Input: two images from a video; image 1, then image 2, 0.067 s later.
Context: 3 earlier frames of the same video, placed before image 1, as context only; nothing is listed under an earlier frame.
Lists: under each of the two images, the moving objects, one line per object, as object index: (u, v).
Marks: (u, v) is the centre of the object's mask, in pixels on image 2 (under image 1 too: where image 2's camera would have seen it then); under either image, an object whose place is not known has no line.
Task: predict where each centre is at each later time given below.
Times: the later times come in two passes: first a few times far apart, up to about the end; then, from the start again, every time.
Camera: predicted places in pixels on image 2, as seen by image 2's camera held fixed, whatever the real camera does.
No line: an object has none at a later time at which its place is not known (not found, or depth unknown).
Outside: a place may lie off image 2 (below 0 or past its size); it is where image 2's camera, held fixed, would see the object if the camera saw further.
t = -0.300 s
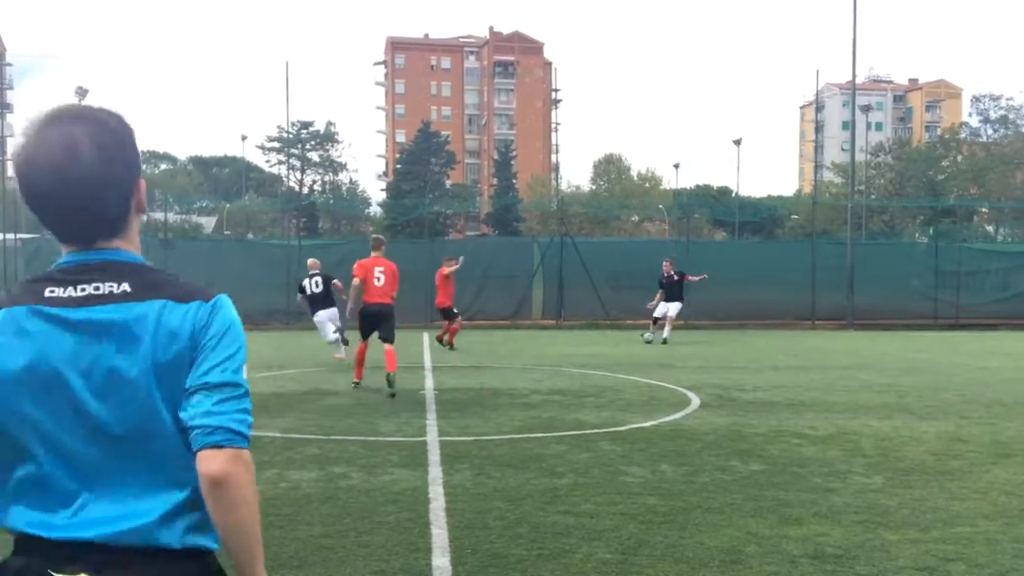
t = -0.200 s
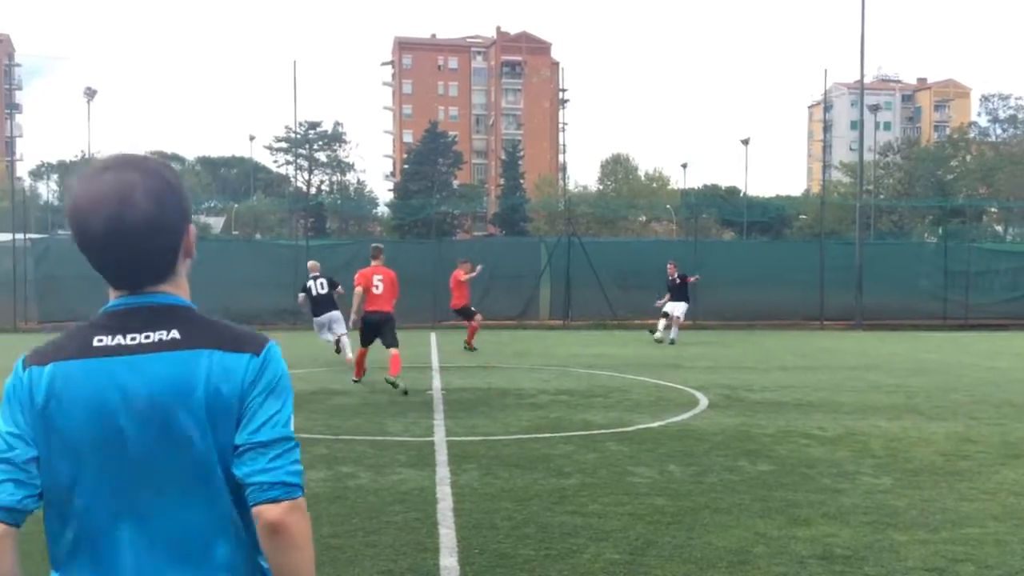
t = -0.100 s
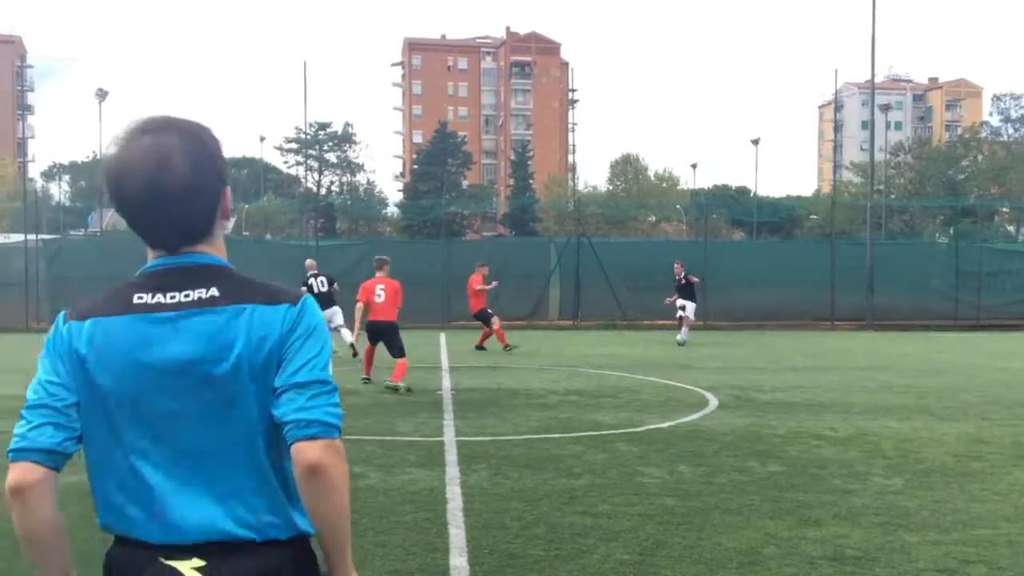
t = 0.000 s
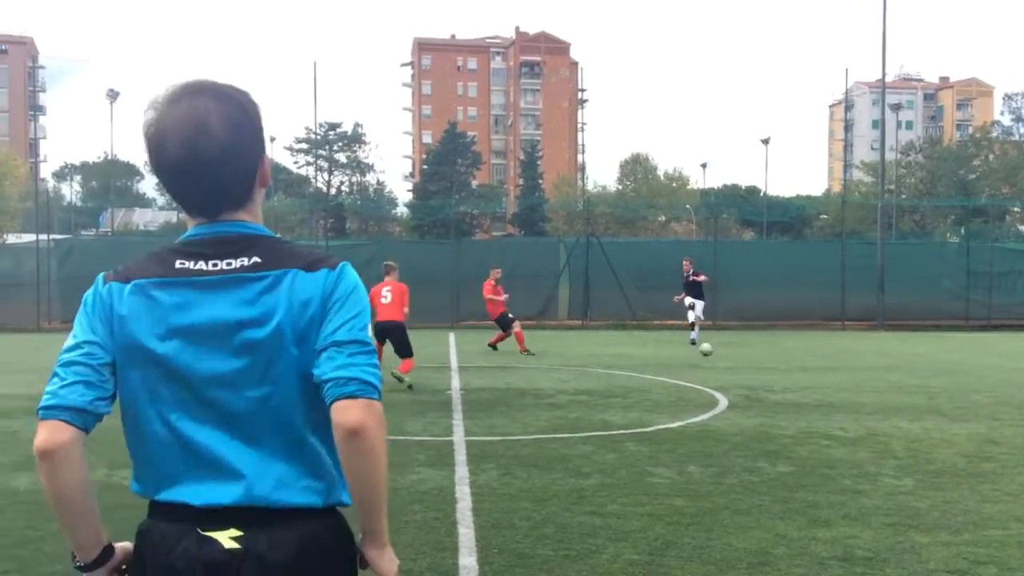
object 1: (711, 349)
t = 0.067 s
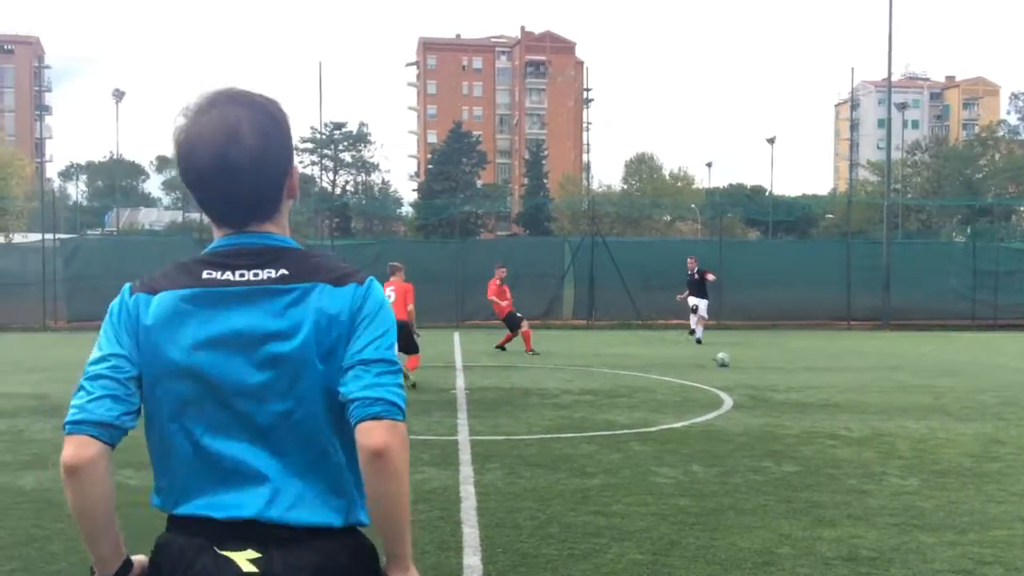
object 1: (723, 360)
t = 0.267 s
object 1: (762, 372)
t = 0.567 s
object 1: (845, 416)
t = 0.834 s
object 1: (951, 461)
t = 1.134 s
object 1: (1167, 556)
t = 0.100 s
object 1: (728, 360)
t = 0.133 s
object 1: (734, 360)
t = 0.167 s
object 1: (741, 360)
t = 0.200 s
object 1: (748, 362)
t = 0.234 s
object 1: (754, 367)
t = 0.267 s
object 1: (762, 372)
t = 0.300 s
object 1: (770, 378)
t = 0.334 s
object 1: (777, 385)
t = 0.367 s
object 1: (786, 389)
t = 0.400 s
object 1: (794, 391)
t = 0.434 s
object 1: (804, 395)
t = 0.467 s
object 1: (813, 400)
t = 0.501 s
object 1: (824, 406)
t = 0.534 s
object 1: (834, 411)
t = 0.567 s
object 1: (845, 416)
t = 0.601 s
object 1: (855, 420)
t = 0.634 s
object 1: (867, 426)
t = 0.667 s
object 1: (880, 431)
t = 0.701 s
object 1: (892, 436)
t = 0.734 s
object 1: (905, 441)
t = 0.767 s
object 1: (919, 448)
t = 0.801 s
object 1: (936, 455)
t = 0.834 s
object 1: (951, 461)
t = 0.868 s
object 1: (967, 469)
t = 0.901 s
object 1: (987, 477)
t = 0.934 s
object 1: (1005, 484)
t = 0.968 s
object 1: (1029, 494)
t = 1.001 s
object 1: (1052, 506)
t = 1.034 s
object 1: (1076, 516)
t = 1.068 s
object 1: (1105, 529)
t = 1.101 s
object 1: (1134, 541)
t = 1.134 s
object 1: (1167, 556)
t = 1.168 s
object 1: (1204, 571)
